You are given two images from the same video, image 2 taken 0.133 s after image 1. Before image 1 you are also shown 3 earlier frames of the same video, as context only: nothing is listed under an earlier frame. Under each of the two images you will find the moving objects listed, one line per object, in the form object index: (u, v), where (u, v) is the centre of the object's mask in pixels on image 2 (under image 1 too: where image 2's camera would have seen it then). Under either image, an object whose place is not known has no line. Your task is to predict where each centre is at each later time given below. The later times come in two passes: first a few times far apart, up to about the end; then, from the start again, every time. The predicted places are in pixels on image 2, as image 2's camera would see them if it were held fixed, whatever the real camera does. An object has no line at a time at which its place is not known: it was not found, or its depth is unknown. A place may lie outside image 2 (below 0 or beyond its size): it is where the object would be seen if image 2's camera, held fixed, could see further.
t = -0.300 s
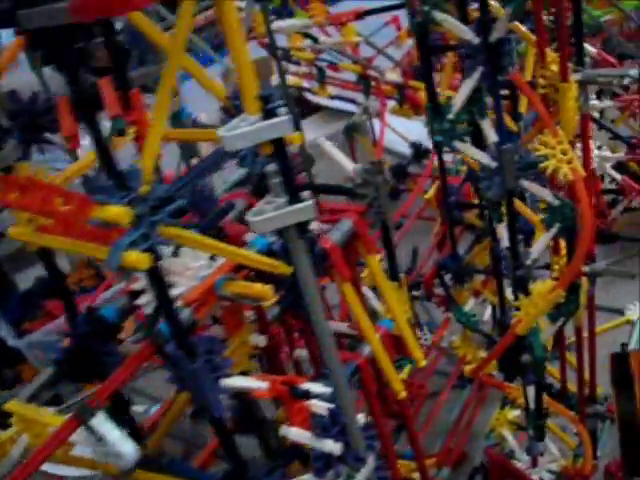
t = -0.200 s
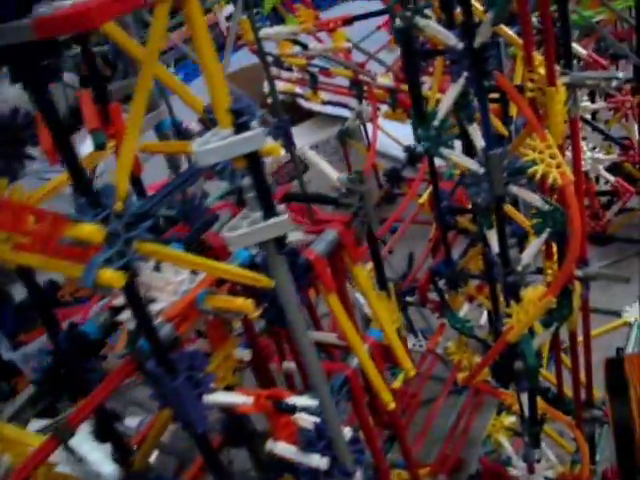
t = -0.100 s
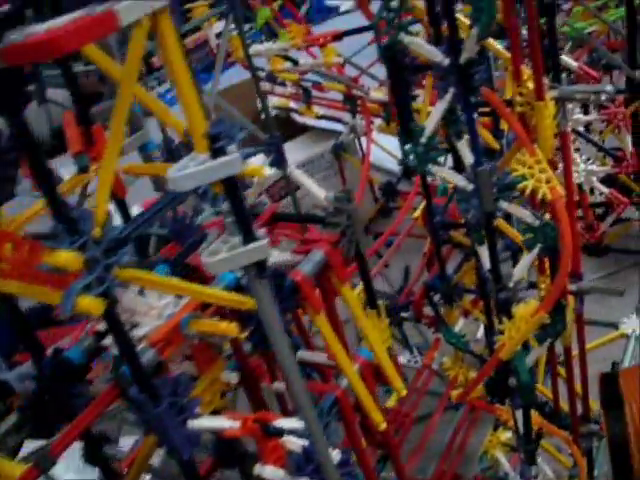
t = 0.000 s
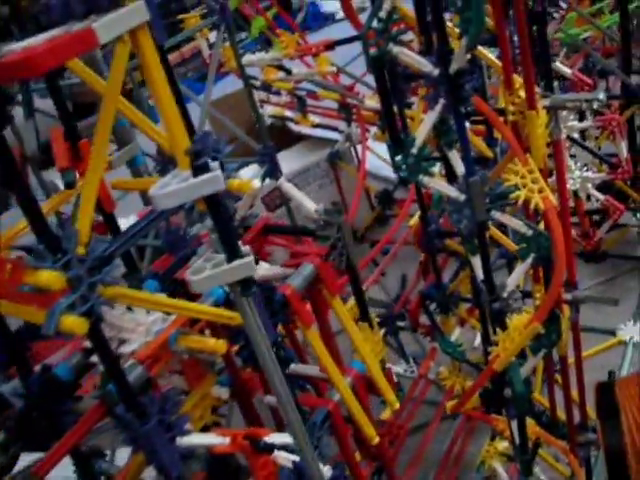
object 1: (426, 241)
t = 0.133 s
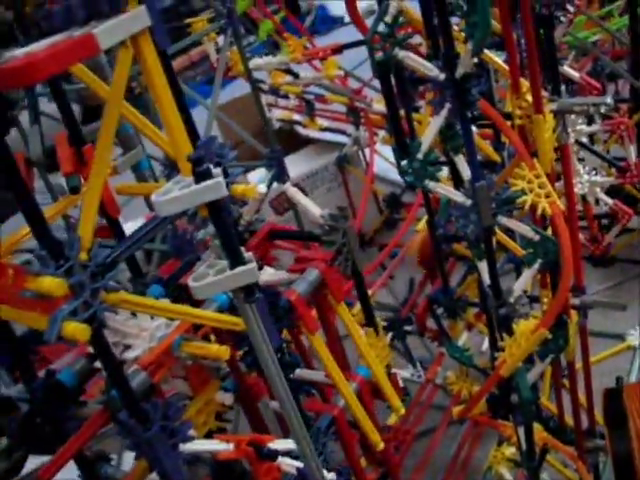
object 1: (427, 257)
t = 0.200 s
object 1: (426, 259)
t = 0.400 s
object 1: (407, 286)
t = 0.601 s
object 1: (392, 319)
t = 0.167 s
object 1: (427, 259)
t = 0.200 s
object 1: (426, 259)
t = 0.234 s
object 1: (426, 261)
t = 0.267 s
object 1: (424, 263)
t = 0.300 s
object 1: (422, 266)
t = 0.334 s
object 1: (414, 276)
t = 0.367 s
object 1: (412, 279)
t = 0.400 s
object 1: (407, 286)
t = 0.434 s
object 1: (403, 293)
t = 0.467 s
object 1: (398, 298)
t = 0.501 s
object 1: (393, 305)
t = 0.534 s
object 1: (392, 312)
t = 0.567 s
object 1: (390, 317)
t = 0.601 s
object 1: (392, 319)
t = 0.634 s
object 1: (396, 323)
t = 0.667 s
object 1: (399, 328)
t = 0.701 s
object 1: (403, 332)
